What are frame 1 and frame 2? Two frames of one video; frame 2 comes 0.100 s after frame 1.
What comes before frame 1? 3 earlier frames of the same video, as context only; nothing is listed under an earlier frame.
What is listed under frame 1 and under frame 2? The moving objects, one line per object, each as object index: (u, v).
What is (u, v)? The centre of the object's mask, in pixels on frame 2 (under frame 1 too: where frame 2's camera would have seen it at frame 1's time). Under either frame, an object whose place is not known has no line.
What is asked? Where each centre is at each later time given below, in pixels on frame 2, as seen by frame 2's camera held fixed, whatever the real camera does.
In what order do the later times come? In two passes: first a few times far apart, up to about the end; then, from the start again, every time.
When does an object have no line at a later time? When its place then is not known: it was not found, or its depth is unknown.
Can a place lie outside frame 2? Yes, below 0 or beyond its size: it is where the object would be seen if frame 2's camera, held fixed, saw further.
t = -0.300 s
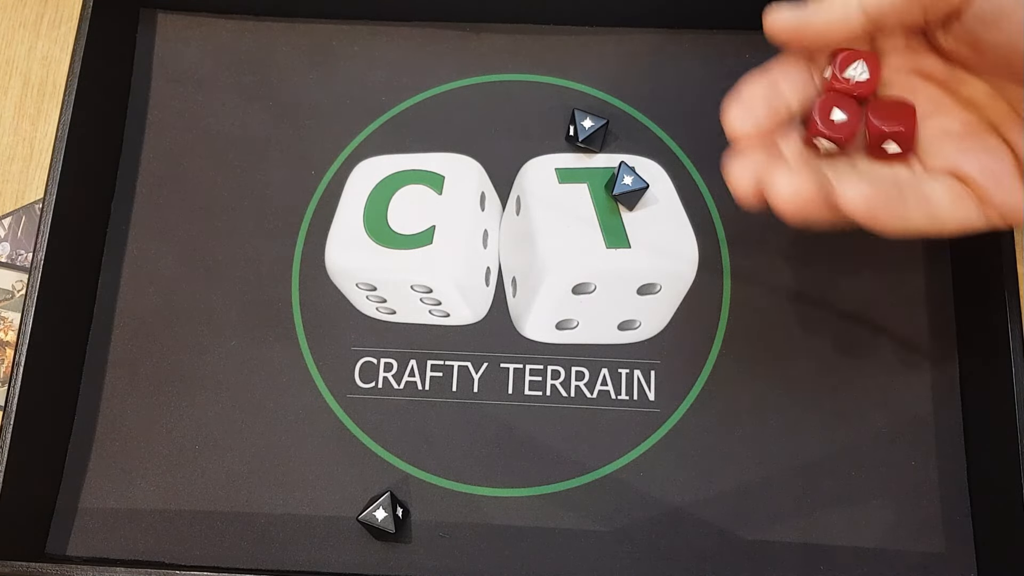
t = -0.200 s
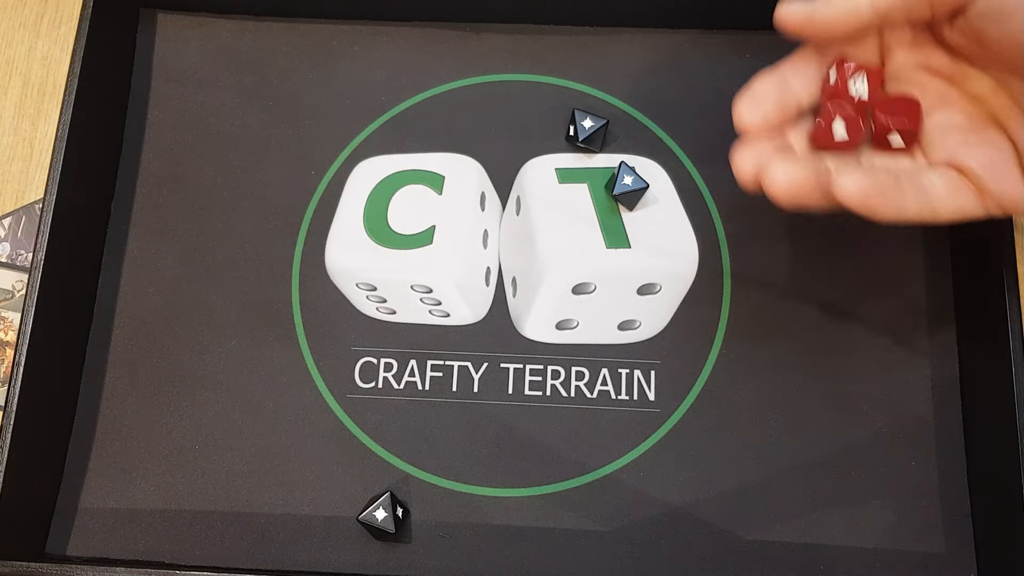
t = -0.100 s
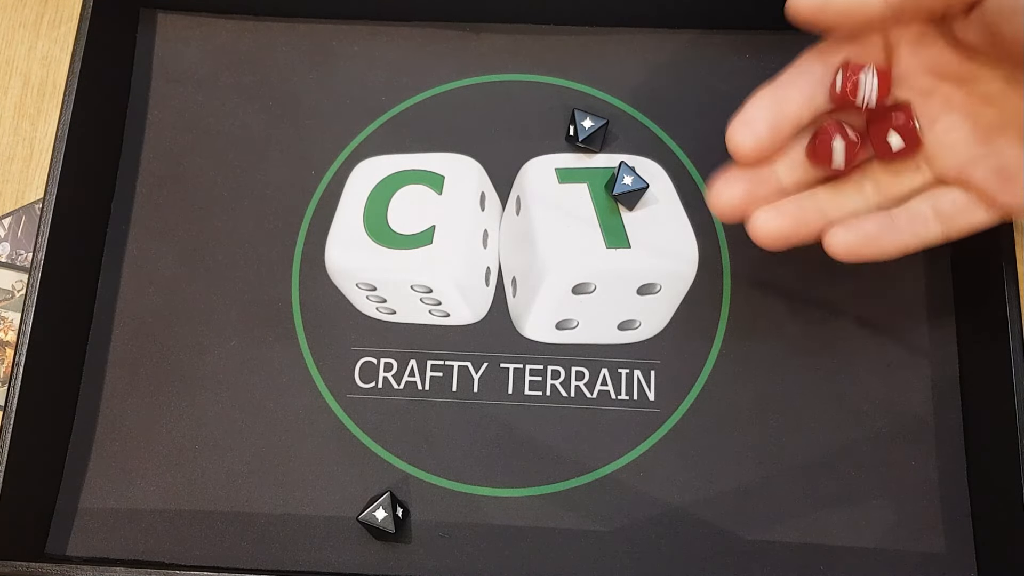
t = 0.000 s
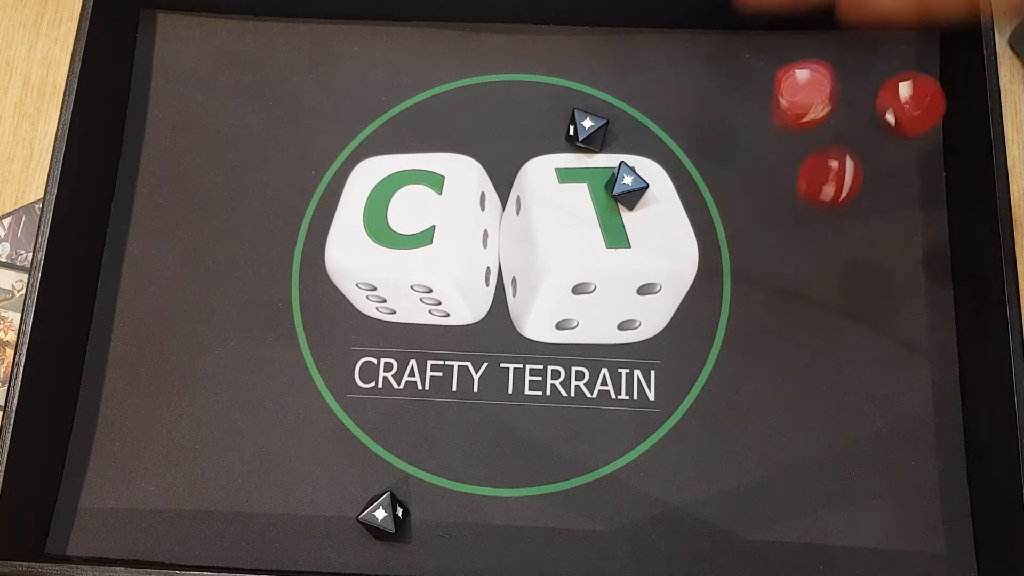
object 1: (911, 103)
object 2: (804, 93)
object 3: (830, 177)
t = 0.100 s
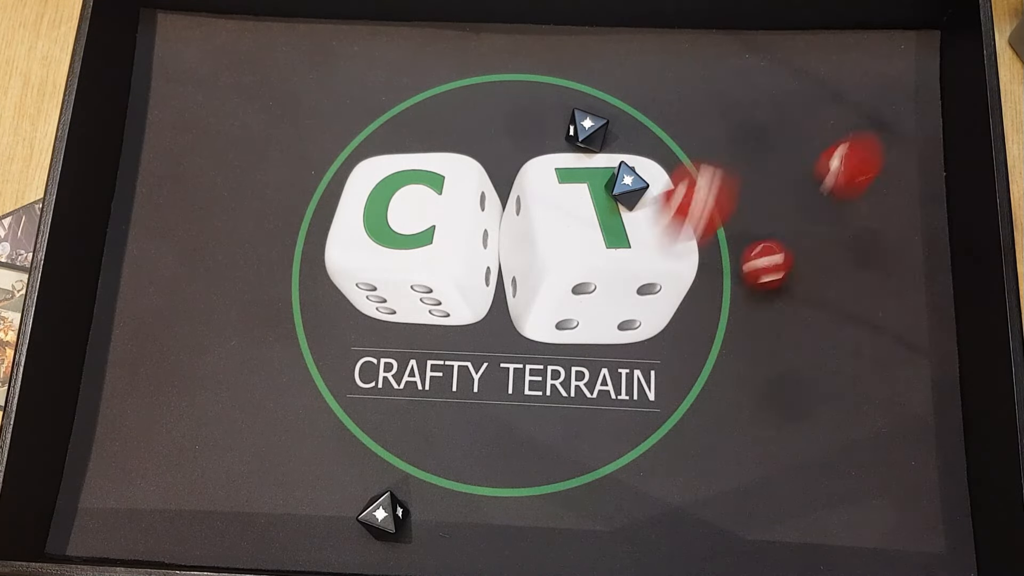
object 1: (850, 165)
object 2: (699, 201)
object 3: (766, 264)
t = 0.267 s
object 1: (779, 189)
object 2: (478, 437)
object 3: (608, 341)
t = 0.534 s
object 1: (780, 197)
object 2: (112, 489)
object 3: (445, 450)
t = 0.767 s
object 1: (852, 169)
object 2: (136, 431)
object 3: (440, 466)
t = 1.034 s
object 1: (852, 169)
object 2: (146, 423)
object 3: (440, 466)
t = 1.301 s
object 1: (852, 169)
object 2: (146, 423)
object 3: (440, 466)
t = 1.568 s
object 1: (852, 169)
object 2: (147, 423)
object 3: (440, 466)
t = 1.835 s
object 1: (852, 169)
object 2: (147, 423)
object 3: (440, 466)
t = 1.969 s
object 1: (852, 169)
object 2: (146, 423)
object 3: (440, 466)
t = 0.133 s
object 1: (815, 205)
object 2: (648, 262)
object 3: (746, 277)
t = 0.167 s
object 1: (803, 210)
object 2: (593, 339)
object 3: (718, 296)
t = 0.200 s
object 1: (803, 193)
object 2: (561, 396)
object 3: (690, 309)
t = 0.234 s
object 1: (794, 186)
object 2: (524, 432)
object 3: (651, 322)
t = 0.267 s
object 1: (779, 189)
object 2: (478, 437)
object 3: (608, 341)
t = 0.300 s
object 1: (761, 200)
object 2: (433, 445)
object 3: (577, 357)
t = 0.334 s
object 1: (735, 219)
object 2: (384, 462)
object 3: (546, 377)
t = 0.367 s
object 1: (729, 226)
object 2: (345, 477)
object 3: (519, 396)
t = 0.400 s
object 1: (741, 215)
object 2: (309, 487)
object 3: (499, 416)
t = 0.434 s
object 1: (747, 214)
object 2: (248, 486)
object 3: (482, 431)
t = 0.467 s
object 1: (749, 218)
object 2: (192, 487)
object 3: (467, 441)
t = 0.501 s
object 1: (764, 211)
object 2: (145, 486)
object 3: (453, 445)
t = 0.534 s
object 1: (780, 197)
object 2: (112, 489)
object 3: (445, 450)
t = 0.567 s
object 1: (797, 188)
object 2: (81, 476)
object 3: (439, 454)
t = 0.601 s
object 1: (814, 176)
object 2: (61, 462)
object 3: (436, 459)
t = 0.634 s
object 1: (830, 170)
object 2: (81, 455)
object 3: (436, 464)
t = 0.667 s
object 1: (841, 167)
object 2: (91, 449)
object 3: (438, 466)
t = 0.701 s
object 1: (849, 167)
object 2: (106, 445)
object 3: (440, 466)
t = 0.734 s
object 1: (852, 169)
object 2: (122, 437)
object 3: (440, 466)
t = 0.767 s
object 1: (852, 169)
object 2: (136, 431)
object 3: (440, 466)
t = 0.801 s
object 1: (852, 169)
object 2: (143, 427)
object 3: (440, 466)
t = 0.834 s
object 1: (852, 169)
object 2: (146, 423)
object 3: (440, 466)
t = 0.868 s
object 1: (852, 169)
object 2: (147, 423)
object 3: (440, 466)
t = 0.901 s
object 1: (852, 169)
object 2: (146, 423)
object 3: (440, 466)
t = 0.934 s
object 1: (852, 169)
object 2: (147, 423)
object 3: (440, 466)
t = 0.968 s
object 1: (852, 169)
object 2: (146, 423)
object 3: (440, 466)
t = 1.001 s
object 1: (852, 169)
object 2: (146, 423)
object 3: (440, 466)
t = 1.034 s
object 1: (852, 169)
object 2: (146, 423)
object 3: (440, 466)
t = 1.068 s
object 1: (852, 169)
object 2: (146, 423)
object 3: (440, 466)
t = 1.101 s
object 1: (852, 169)
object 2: (147, 423)
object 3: (440, 466)
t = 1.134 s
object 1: (852, 169)
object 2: (147, 423)
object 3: (440, 466)
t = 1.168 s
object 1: (852, 169)
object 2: (147, 423)
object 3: (440, 466)
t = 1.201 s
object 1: (852, 169)
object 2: (146, 423)
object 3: (440, 466)
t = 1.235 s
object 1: (852, 169)
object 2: (147, 423)
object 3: (440, 466)
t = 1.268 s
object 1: (852, 169)
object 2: (146, 423)
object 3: (440, 466)
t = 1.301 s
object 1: (852, 169)
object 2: (146, 423)
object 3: (440, 466)
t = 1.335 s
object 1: (852, 169)
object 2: (147, 423)
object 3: (440, 466)
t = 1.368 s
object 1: (852, 169)
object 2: (147, 423)
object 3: (440, 466)
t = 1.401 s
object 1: (852, 169)
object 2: (146, 423)
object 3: (440, 466)
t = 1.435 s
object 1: (852, 169)
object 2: (147, 423)
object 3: (440, 466)
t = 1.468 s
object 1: (852, 169)
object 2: (147, 423)
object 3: (440, 466)
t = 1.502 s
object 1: (852, 169)
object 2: (147, 423)
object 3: (440, 466)
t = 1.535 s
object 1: (852, 169)
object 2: (146, 423)
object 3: (440, 466)
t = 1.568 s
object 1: (852, 169)
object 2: (147, 423)
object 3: (440, 466)
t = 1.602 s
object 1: (852, 169)
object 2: (147, 423)
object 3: (440, 466)
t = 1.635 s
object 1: (852, 169)
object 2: (147, 423)
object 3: (440, 466)
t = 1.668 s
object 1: (852, 169)
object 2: (147, 423)
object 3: (440, 466)
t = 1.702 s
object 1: (852, 169)
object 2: (147, 423)
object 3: (440, 466)
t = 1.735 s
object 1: (852, 169)
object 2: (147, 423)
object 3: (440, 466)
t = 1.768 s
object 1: (852, 169)
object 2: (147, 423)
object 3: (440, 466)
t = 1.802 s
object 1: (852, 169)
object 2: (147, 423)
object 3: (440, 466)
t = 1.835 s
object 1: (852, 169)
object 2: (147, 423)
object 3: (440, 466)
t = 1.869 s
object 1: (852, 169)
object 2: (146, 423)
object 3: (440, 466)
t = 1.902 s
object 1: (852, 169)
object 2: (146, 423)
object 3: (440, 466)
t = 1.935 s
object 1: (852, 169)
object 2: (146, 423)
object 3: (440, 466)
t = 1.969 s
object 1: (852, 169)
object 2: (146, 423)
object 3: (440, 466)
